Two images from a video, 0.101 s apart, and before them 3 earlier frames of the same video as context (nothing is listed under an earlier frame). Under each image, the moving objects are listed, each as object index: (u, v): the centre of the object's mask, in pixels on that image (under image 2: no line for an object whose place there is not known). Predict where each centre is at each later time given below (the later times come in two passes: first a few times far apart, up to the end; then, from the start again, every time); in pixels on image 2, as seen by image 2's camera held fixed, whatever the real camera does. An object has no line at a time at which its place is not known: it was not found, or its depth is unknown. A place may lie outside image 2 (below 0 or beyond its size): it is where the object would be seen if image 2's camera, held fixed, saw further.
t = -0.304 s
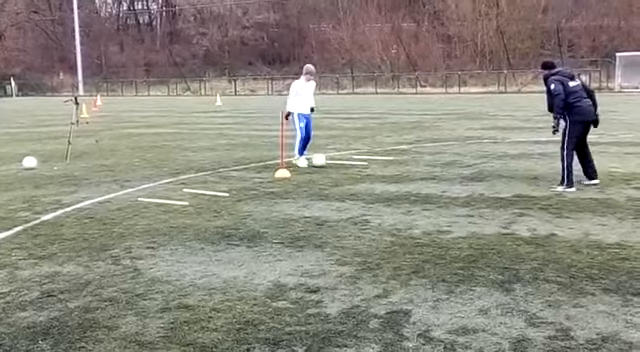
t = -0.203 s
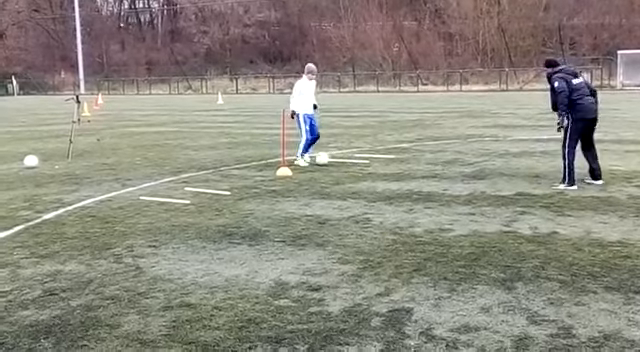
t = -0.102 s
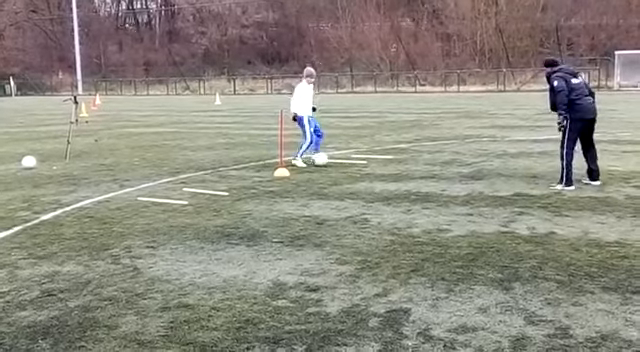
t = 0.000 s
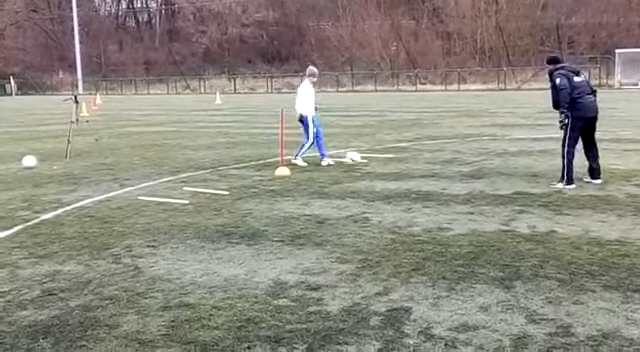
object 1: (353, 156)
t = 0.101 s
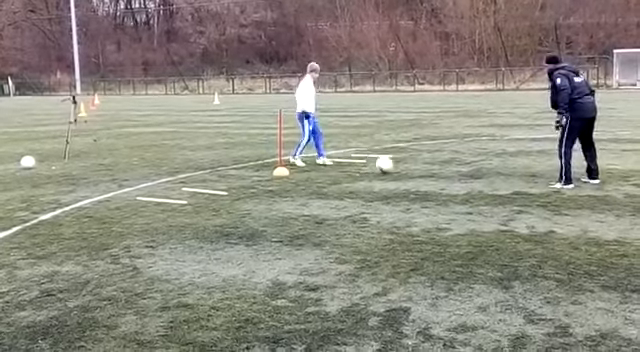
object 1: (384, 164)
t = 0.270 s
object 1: (439, 169)
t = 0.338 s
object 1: (460, 171)
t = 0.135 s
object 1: (395, 166)
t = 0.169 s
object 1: (405, 166)
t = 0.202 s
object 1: (417, 165)
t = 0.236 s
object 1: (427, 167)
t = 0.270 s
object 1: (439, 169)
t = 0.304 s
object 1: (449, 171)
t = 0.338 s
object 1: (460, 171)
